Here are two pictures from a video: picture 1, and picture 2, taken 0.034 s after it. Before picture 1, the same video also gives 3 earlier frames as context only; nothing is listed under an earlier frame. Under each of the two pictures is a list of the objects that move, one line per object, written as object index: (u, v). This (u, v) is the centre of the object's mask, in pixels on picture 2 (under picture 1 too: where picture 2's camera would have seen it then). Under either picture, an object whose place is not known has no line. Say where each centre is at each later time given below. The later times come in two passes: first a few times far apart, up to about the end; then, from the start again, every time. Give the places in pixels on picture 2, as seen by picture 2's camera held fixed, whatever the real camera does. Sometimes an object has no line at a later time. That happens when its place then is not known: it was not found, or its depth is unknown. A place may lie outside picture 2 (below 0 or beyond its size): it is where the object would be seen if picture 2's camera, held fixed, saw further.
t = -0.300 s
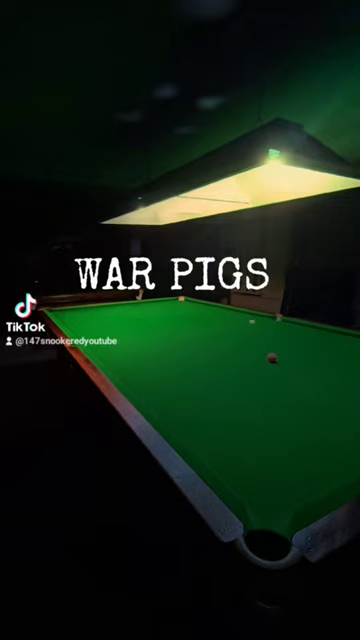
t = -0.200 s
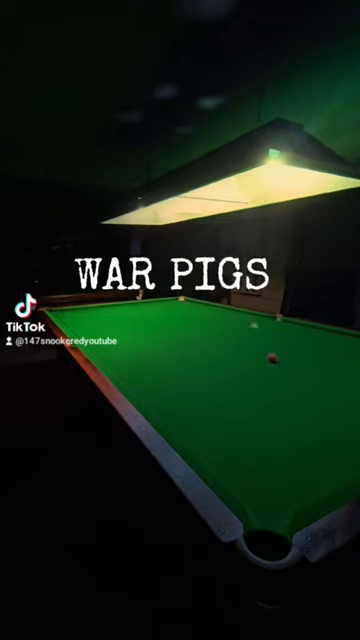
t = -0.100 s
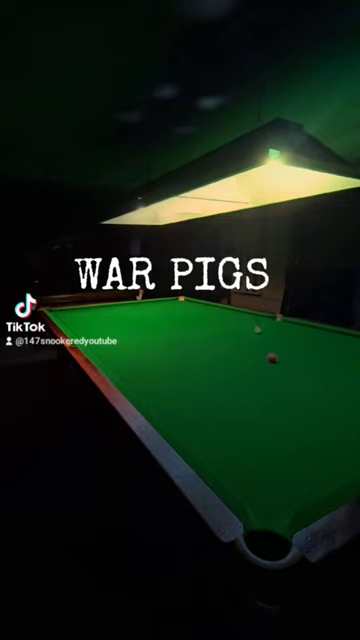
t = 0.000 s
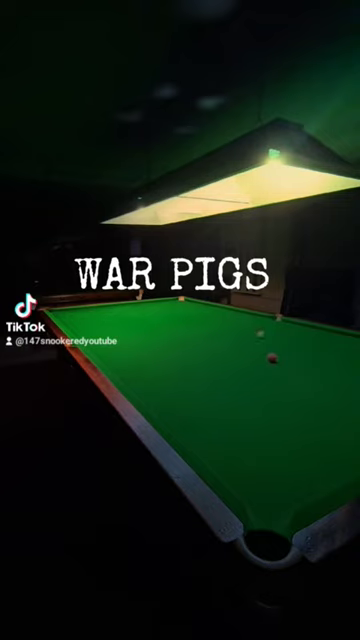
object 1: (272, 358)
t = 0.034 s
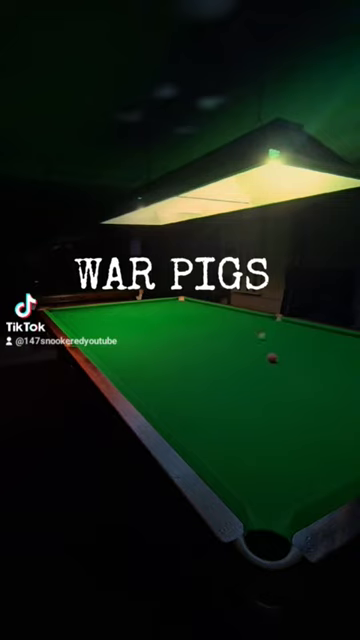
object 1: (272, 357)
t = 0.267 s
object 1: (272, 358)
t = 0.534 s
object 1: (260, 364)
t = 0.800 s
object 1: (244, 375)
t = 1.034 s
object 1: (228, 386)
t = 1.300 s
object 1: (208, 399)
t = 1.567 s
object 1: (185, 415)
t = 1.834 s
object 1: (181, 424)
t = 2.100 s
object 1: (209, 421)
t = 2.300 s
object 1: (228, 419)
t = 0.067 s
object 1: (272, 358)
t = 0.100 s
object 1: (272, 357)
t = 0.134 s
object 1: (272, 358)
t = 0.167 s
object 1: (272, 357)
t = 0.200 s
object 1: (272, 357)
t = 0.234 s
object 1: (272, 358)
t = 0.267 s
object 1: (272, 358)
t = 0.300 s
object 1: (272, 358)
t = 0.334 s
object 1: (272, 357)
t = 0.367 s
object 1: (271, 358)
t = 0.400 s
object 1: (268, 359)
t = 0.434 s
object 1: (266, 361)
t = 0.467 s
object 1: (264, 362)
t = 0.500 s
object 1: (262, 363)
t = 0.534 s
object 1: (260, 364)
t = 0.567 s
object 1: (259, 366)
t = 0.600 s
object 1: (257, 367)
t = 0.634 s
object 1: (256, 368)
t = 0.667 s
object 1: (252, 370)
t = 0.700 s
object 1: (251, 371)
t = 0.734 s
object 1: (249, 373)
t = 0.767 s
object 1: (246, 374)
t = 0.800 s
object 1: (244, 375)
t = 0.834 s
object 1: (242, 377)
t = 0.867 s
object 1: (240, 378)
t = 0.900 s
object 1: (237, 379)
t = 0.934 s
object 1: (236, 381)
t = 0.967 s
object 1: (233, 382)
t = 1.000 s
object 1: (231, 384)
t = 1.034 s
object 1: (228, 386)
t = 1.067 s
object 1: (225, 387)
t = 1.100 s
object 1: (223, 389)
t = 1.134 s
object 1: (221, 390)
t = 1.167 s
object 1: (218, 393)
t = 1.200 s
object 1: (216, 394)
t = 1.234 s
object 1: (213, 395)
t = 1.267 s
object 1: (211, 397)
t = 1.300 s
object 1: (208, 399)
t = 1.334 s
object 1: (205, 401)
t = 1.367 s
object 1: (202, 403)
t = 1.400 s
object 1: (200, 405)
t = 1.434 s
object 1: (197, 406)
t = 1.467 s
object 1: (194, 408)
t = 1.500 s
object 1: (191, 411)
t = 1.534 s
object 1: (188, 413)
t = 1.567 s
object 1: (185, 415)
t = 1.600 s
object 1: (182, 417)
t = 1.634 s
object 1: (178, 419)
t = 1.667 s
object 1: (175, 421)
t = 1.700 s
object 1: (173, 422)
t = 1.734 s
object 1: (171, 422)
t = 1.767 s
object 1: (174, 423)
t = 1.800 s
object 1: (177, 423)
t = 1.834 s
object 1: (181, 424)
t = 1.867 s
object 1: (184, 423)
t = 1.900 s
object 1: (188, 423)
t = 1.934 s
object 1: (192, 422)
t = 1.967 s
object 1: (195, 422)
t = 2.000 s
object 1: (198, 422)
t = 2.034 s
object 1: (202, 422)
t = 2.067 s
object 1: (205, 421)
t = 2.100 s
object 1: (209, 421)
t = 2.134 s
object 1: (212, 421)
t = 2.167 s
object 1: (215, 420)
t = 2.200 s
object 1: (218, 420)
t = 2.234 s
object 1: (221, 419)
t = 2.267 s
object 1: (225, 419)
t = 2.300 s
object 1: (228, 419)
